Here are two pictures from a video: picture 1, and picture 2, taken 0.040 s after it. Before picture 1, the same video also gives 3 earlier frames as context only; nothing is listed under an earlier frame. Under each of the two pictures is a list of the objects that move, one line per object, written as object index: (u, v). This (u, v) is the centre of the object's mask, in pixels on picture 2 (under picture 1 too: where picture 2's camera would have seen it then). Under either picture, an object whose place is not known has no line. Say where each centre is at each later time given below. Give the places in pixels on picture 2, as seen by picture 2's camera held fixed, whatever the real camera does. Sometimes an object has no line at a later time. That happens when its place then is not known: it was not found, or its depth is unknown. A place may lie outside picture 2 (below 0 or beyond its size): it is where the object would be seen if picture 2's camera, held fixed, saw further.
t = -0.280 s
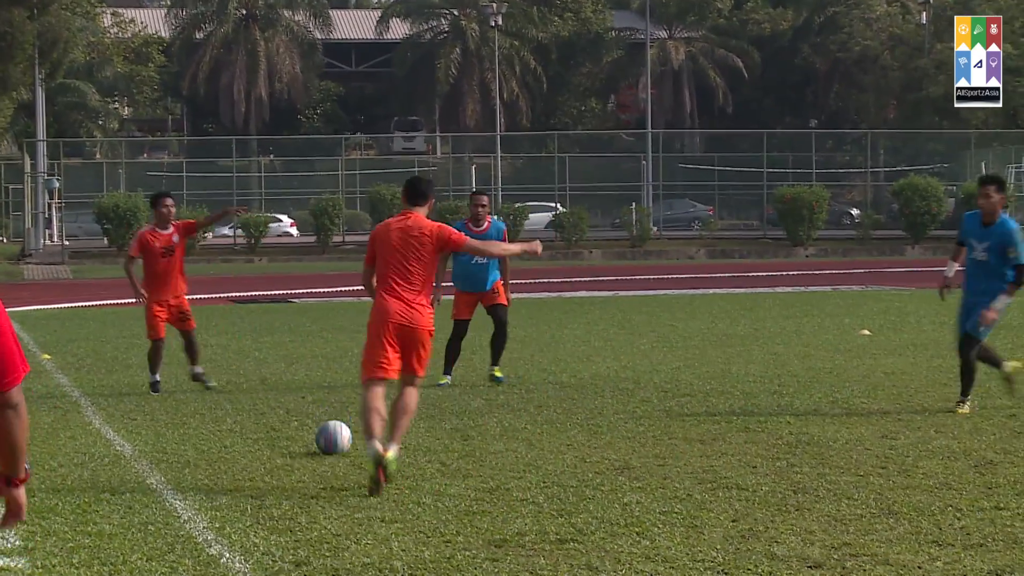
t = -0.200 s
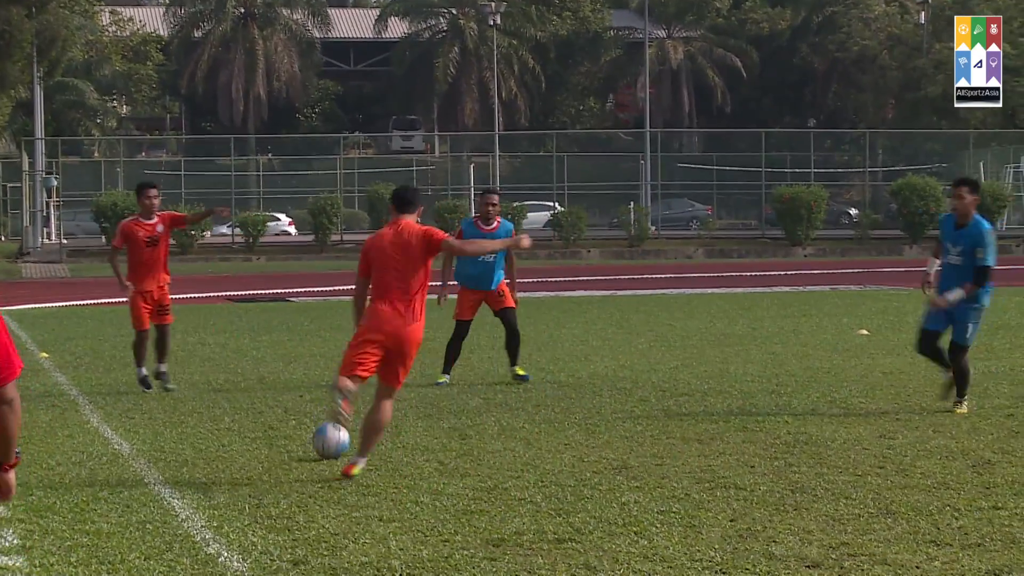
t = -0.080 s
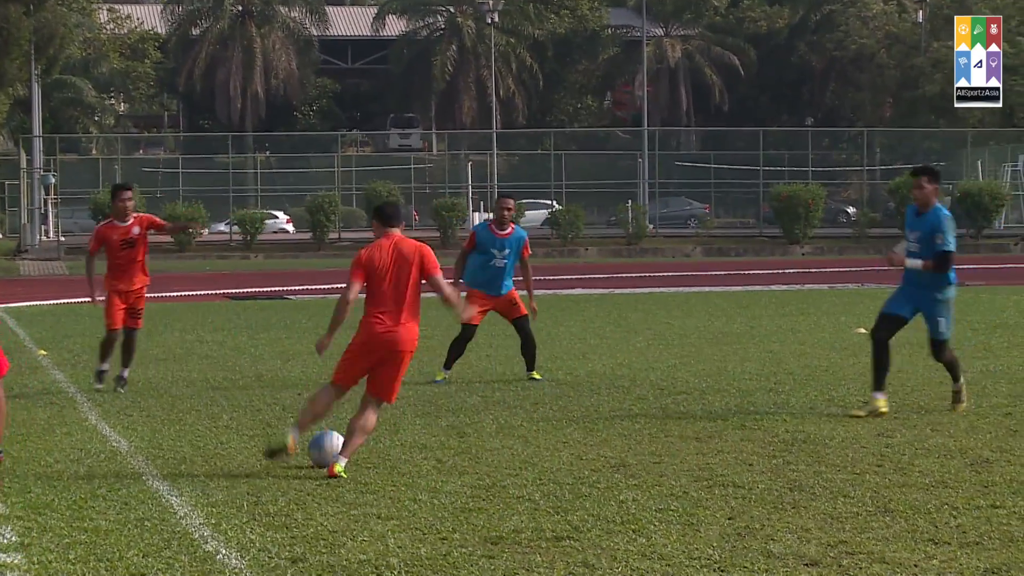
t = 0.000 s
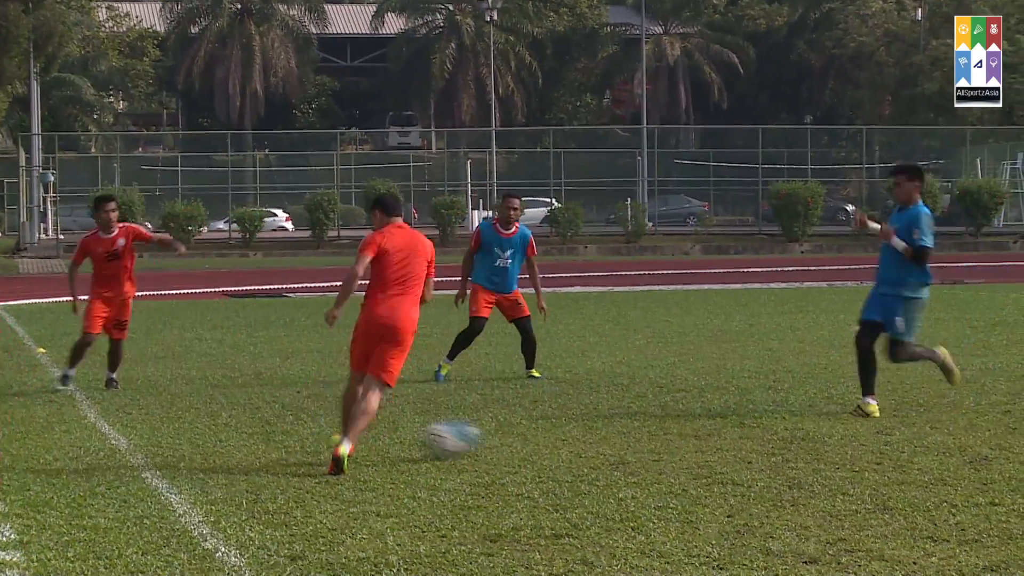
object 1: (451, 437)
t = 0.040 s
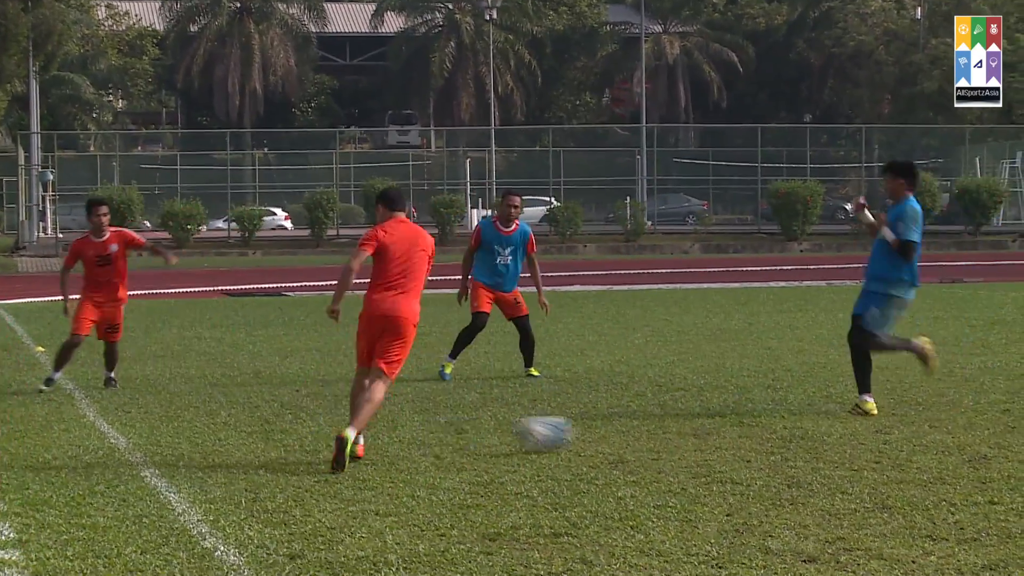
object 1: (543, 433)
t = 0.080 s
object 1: (634, 433)
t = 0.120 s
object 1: (722, 430)
